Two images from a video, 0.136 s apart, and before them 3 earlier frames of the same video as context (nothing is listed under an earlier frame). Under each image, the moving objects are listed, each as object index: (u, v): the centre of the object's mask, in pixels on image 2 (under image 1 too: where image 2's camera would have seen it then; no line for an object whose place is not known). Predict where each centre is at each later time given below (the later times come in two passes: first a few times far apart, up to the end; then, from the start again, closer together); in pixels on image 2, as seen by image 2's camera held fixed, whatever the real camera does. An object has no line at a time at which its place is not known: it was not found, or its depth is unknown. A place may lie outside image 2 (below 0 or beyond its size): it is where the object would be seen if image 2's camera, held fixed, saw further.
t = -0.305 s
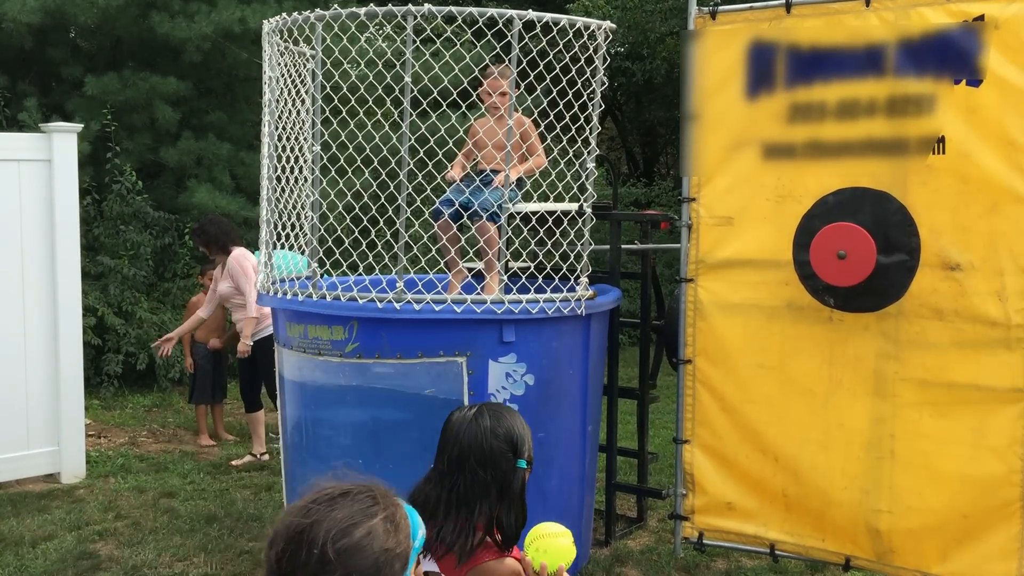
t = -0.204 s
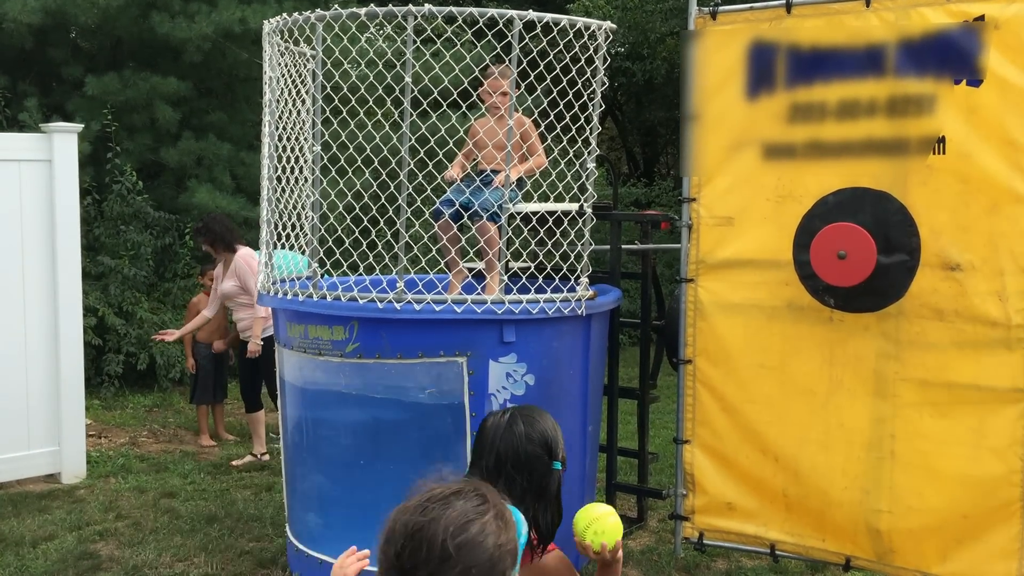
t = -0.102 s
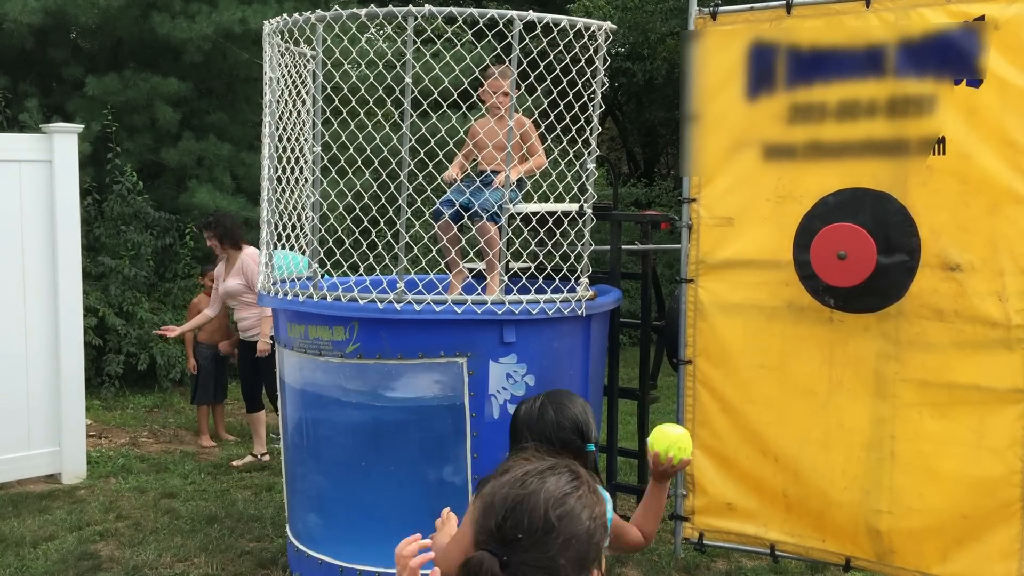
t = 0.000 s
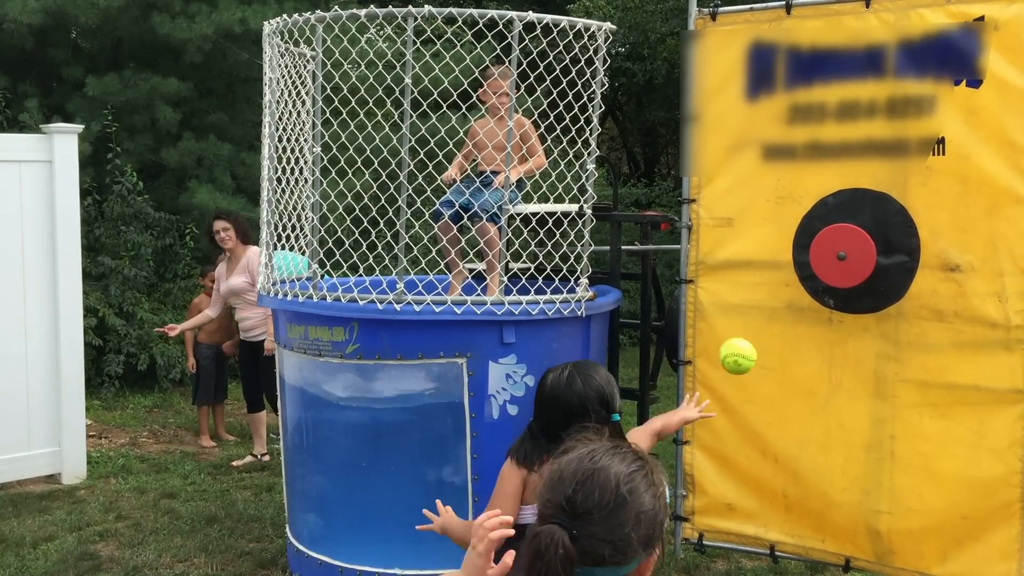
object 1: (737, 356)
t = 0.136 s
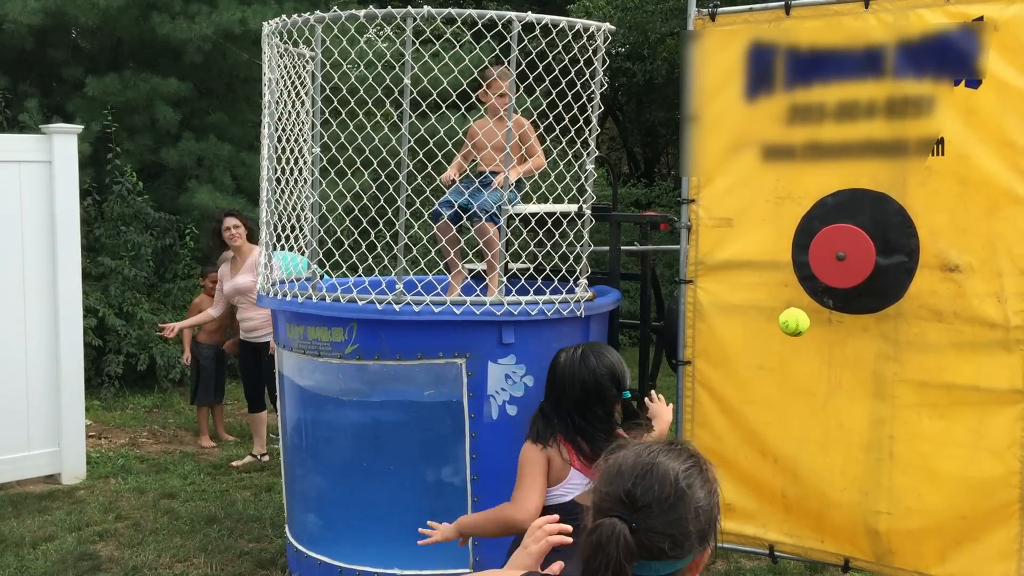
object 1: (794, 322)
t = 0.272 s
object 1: (830, 341)
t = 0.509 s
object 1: (785, 456)
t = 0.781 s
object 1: (747, 551)
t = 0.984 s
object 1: (734, 572)
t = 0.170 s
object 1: (804, 323)
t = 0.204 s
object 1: (814, 327)
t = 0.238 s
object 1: (822, 333)
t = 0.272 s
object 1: (830, 341)
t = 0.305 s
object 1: (828, 349)
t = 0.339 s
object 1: (820, 360)
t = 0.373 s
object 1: (814, 374)
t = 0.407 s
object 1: (807, 390)
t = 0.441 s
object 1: (800, 409)
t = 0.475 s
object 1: (792, 431)
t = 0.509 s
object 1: (785, 456)
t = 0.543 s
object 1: (777, 484)
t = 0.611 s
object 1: (762, 549)
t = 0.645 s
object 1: (752, 575)
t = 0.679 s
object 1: (751, 571)
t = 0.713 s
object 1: (750, 565)
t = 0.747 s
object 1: (748, 557)
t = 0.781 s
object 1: (747, 551)
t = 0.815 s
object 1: (745, 548)
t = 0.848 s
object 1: (743, 548)
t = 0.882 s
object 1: (741, 551)
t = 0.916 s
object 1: (739, 556)
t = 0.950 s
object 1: (737, 565)
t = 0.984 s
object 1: (734, 572)
